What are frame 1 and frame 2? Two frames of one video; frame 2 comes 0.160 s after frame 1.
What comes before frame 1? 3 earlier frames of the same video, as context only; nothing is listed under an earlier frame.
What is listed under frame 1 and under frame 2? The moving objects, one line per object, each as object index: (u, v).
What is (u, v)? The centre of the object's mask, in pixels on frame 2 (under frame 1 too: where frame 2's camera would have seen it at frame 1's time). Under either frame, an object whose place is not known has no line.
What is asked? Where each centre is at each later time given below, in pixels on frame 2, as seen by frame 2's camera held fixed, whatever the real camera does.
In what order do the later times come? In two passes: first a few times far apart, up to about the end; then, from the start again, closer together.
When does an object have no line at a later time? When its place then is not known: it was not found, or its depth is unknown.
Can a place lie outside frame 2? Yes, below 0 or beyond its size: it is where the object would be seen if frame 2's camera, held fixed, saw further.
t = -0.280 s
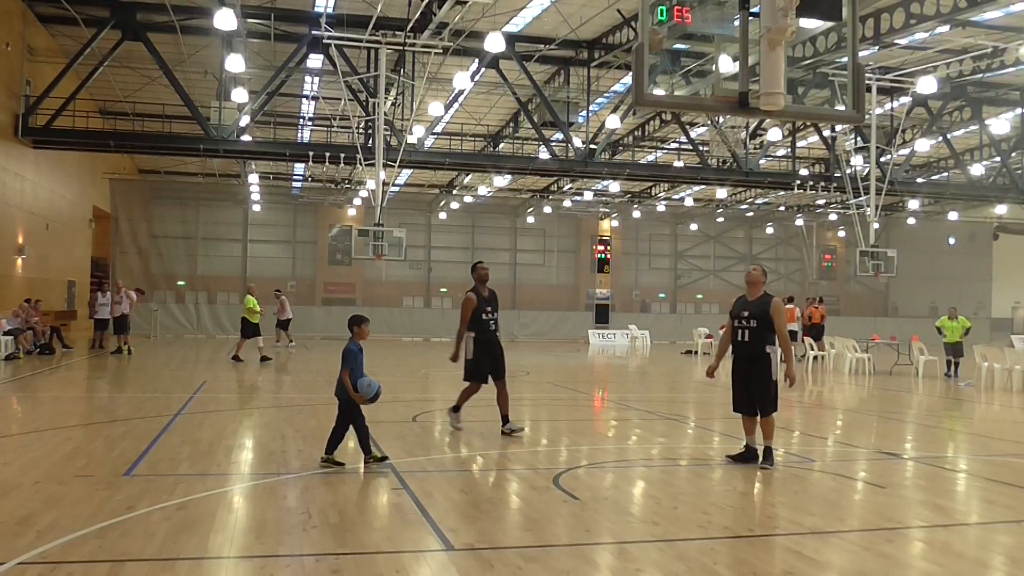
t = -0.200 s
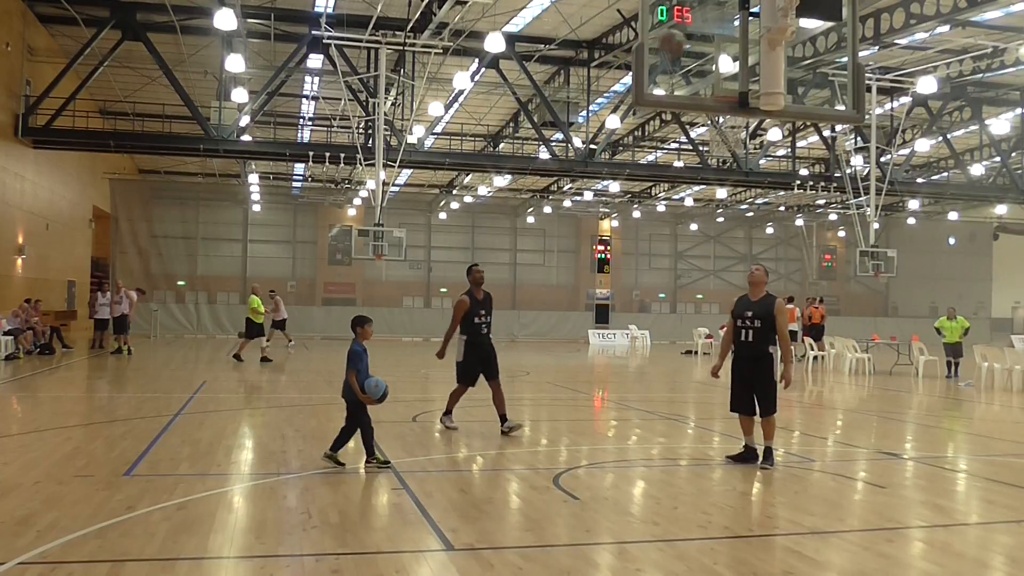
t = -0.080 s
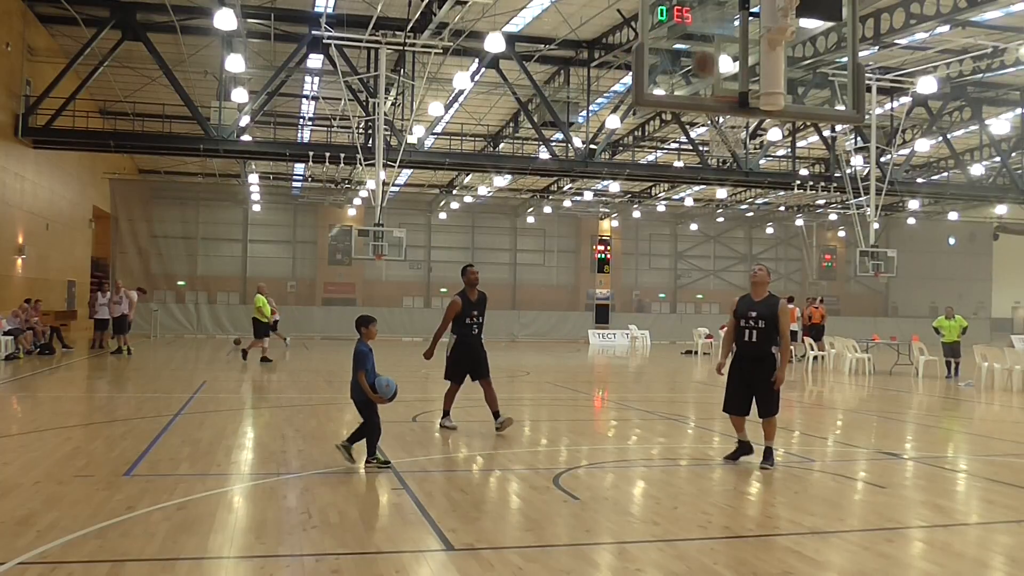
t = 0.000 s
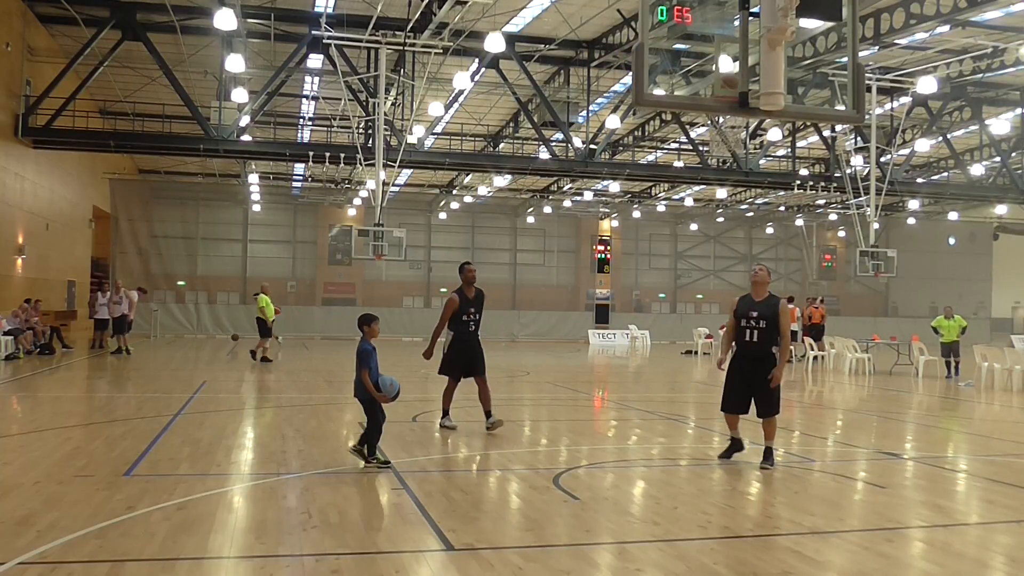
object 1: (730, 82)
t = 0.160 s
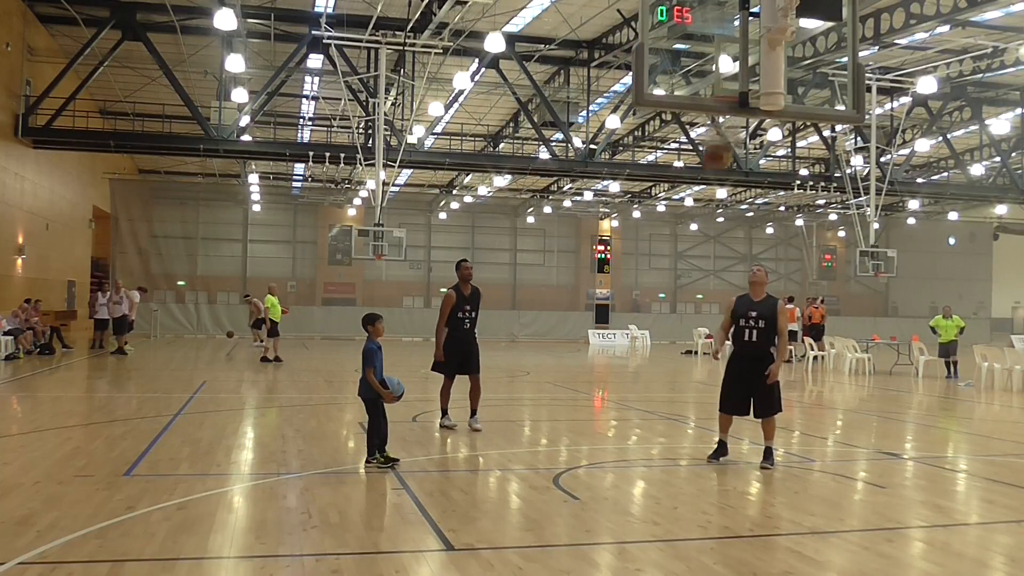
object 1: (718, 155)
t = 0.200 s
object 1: (709, 176)
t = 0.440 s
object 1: (656, 348)
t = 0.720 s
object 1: (594, 376)
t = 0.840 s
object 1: (568, 318)
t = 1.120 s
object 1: (509, 246)
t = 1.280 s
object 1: (475, 249)
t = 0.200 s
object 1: (709, 176)
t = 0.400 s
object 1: (665, 313)
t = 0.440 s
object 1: (656, 348)
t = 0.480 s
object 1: (648, 381)
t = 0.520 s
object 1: (639, 419)
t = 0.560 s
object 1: (630, 459)
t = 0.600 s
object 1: (621, 456)
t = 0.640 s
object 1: (612, 427)
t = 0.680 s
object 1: (603, 400)
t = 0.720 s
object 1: (594, 376)
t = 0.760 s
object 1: (586, 355)
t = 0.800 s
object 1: (576, 335)
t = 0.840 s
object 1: (568, 318)
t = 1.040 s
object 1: (526, 257)
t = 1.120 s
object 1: (509, 246)
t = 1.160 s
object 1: (501, 244)
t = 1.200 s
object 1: (492, 244)
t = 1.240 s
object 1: (483, 246)
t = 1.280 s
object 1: (475, 249)
